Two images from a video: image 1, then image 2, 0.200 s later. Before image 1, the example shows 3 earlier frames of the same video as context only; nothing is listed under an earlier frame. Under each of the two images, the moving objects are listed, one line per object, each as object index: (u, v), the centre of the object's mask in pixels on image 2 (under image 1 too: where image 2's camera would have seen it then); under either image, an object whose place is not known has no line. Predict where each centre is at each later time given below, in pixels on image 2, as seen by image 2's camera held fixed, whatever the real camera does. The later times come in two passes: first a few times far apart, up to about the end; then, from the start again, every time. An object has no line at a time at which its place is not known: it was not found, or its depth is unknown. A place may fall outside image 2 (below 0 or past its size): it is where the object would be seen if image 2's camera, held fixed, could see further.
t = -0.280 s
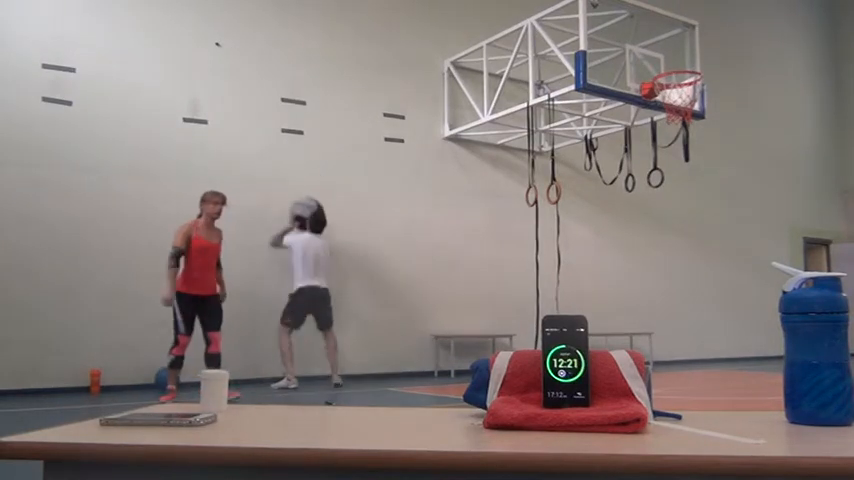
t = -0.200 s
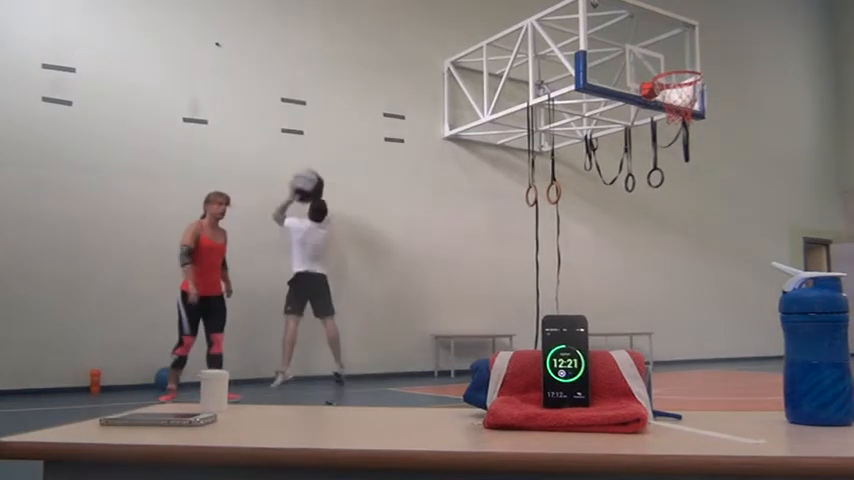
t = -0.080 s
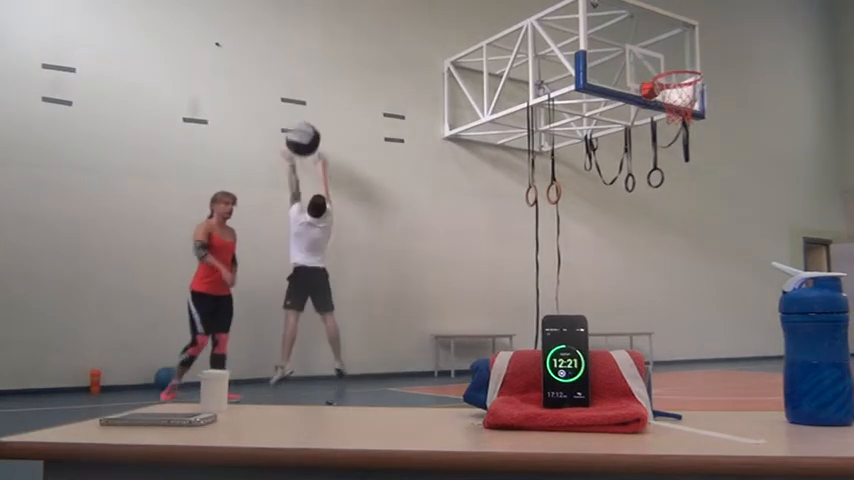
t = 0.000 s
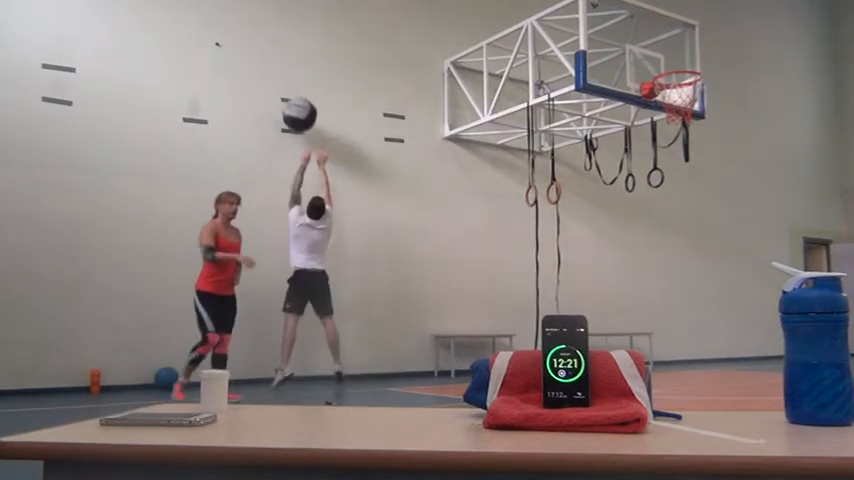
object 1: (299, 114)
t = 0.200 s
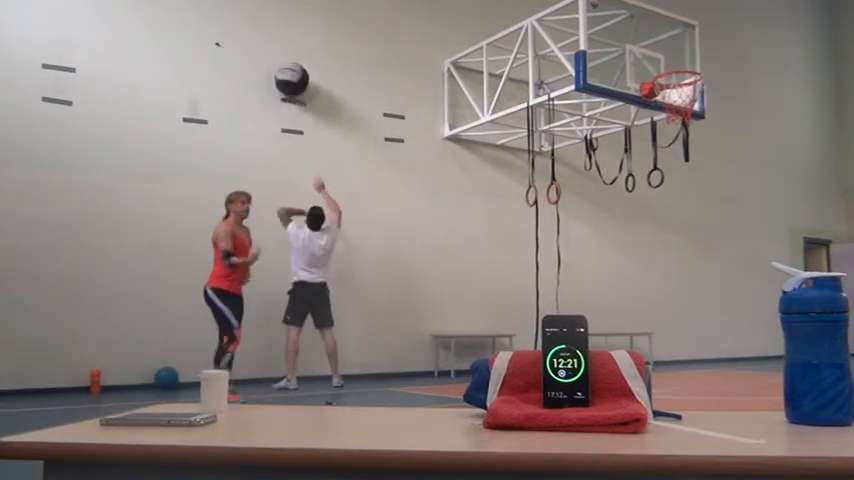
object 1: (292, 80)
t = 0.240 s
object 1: (291, 77)
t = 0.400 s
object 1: (292, 77)
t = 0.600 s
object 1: (293, 112)
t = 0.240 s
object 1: (291, 77)
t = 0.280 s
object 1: (292, 75)
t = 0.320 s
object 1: (292, 74)
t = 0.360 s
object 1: (292, 75)
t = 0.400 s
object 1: (292, 77)
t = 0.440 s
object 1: (293, 81)
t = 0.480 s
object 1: (293, 87)
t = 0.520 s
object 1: (293, 94)
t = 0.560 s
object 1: (293, 102)
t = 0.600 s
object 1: (293, 112)
